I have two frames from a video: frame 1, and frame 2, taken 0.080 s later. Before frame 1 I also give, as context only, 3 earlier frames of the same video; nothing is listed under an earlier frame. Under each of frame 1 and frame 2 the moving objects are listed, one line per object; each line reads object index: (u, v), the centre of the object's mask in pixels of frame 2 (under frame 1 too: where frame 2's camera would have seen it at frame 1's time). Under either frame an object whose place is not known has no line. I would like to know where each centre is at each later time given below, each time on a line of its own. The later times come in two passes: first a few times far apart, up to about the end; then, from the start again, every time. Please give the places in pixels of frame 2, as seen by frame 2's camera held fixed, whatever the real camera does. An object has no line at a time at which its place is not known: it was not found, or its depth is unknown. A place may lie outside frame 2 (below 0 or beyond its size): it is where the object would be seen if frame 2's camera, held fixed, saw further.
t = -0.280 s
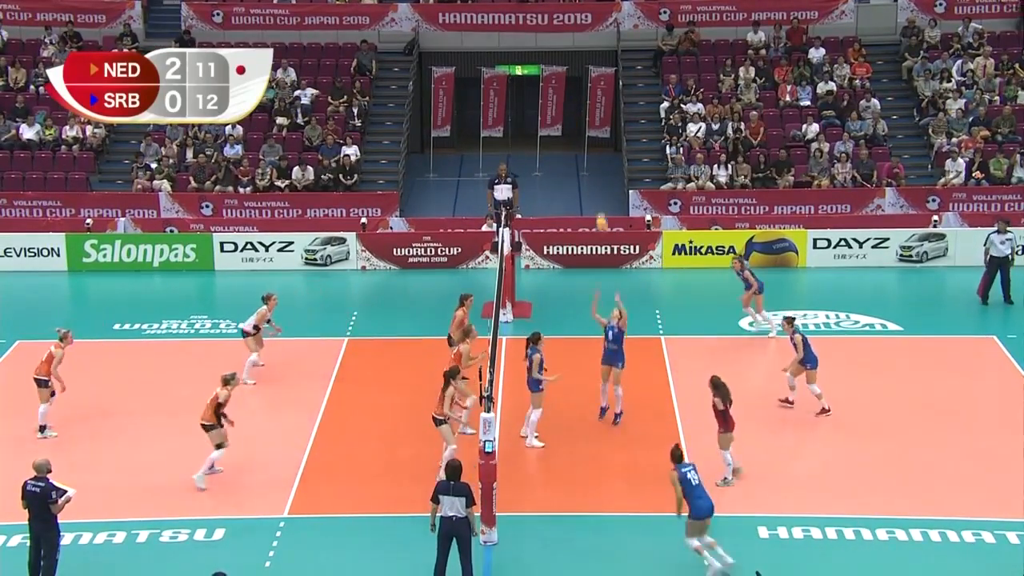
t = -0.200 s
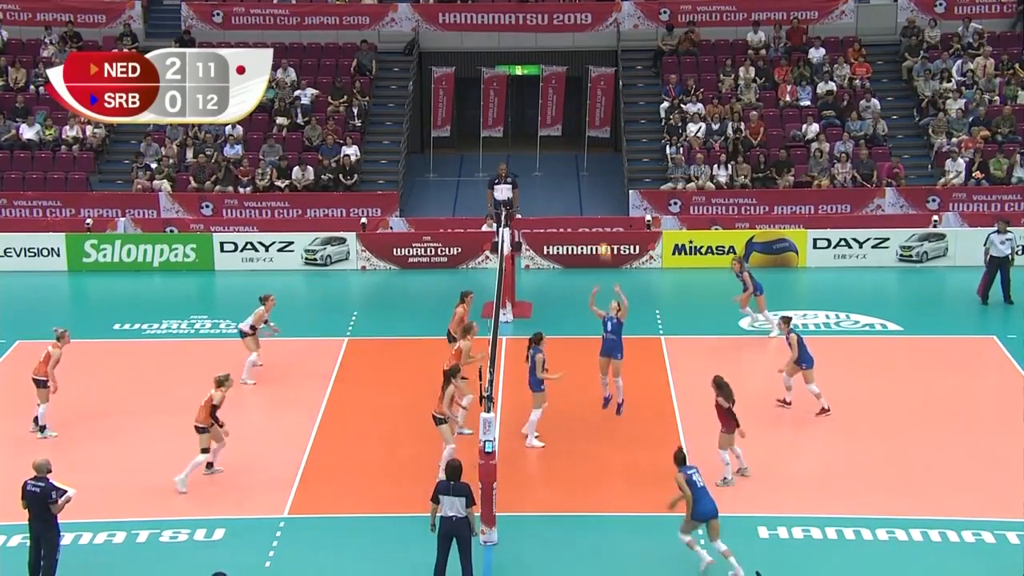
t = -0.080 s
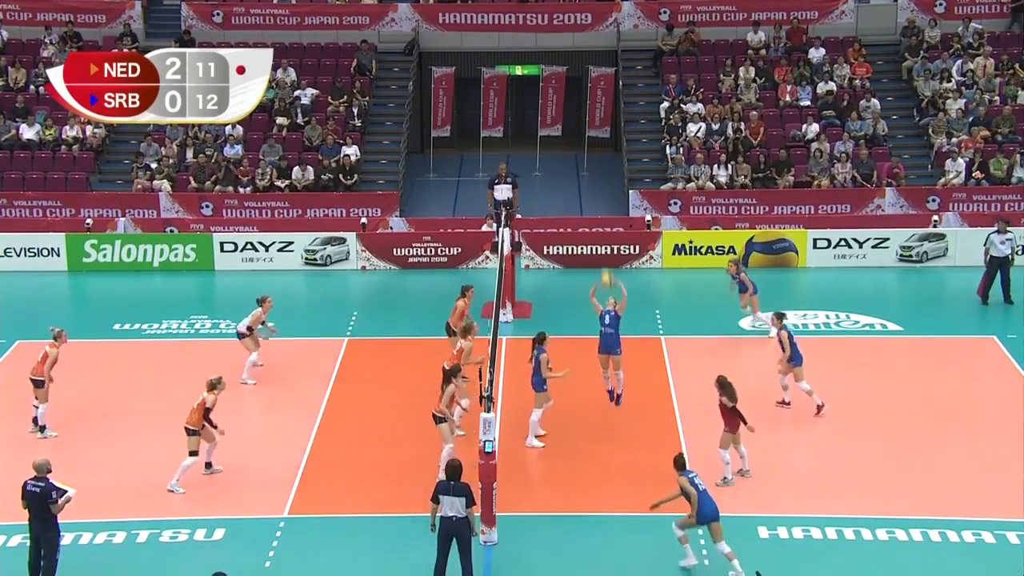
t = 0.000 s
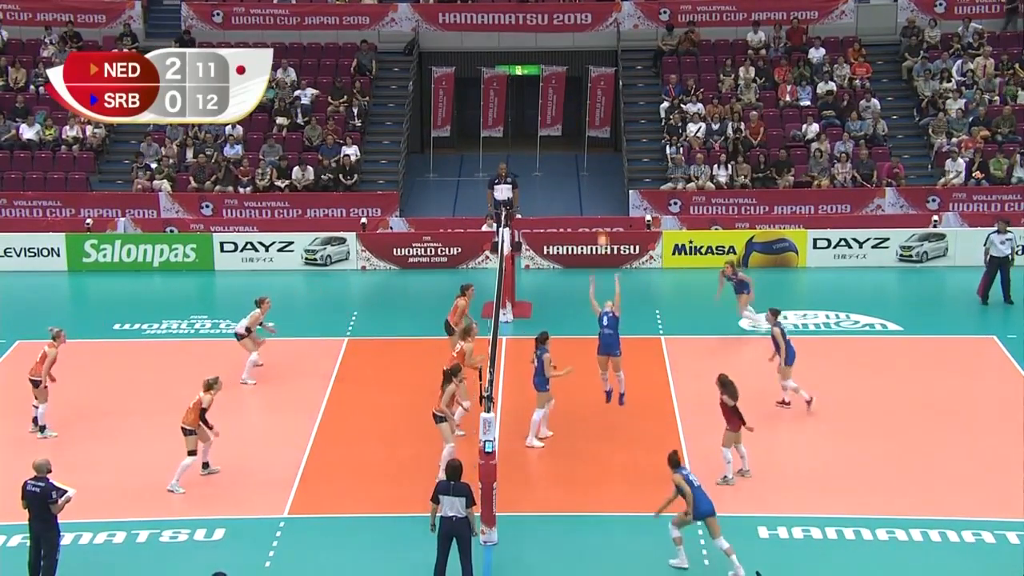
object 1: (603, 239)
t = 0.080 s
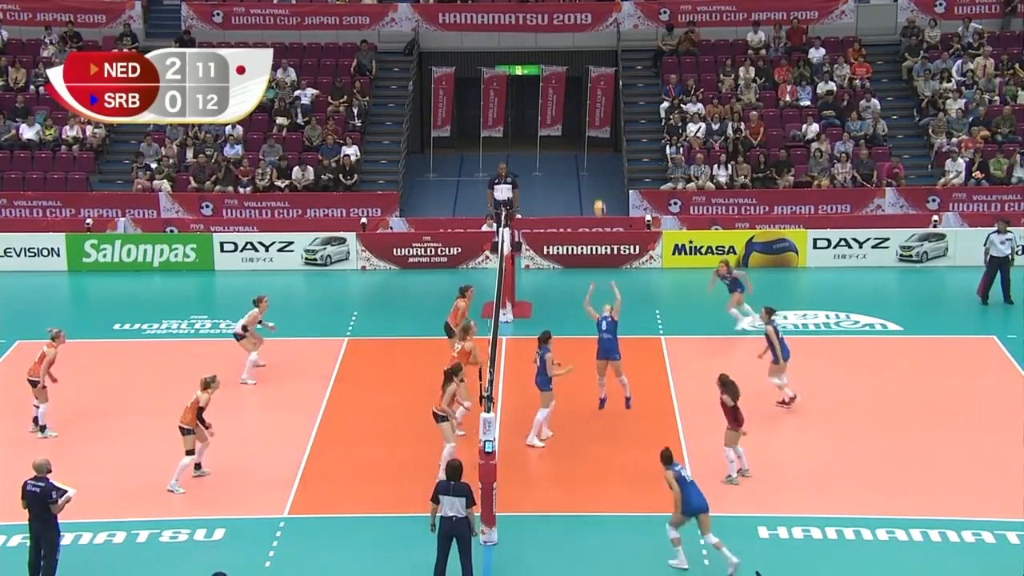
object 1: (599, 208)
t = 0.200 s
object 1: (593, 166)
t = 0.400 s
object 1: (583, 118)
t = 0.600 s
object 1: (574, 95)
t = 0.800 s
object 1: (566, 96)
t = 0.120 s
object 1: (597, 193)
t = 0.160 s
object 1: (595, 178)
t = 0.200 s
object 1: (593, 166)
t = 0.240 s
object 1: (591, 154)
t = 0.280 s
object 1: (589, 144)
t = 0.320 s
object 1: (587, 134)
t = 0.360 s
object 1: (585, 125)
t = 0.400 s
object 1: (583, 118)
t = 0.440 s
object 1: (581, 111)
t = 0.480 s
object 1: (579, 106)
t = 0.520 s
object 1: (577, 101)
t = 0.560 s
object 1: (576, 97)
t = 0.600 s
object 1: (574, 95)
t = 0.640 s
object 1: (572, 93)
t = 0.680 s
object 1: (571, 93)
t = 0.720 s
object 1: (569, 93)
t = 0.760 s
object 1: (567, 94)
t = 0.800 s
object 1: (566, 96)
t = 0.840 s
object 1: (564, 98)
